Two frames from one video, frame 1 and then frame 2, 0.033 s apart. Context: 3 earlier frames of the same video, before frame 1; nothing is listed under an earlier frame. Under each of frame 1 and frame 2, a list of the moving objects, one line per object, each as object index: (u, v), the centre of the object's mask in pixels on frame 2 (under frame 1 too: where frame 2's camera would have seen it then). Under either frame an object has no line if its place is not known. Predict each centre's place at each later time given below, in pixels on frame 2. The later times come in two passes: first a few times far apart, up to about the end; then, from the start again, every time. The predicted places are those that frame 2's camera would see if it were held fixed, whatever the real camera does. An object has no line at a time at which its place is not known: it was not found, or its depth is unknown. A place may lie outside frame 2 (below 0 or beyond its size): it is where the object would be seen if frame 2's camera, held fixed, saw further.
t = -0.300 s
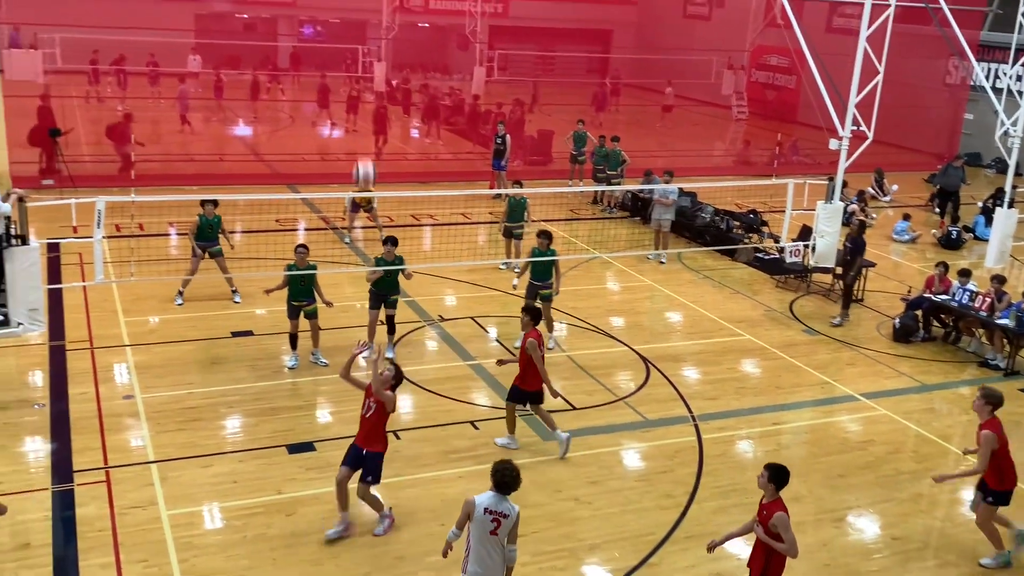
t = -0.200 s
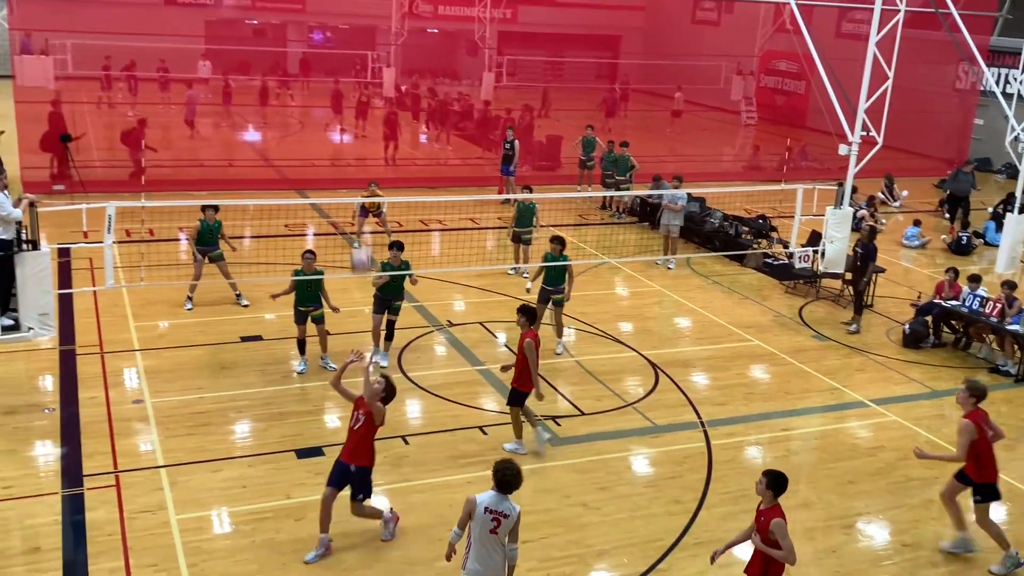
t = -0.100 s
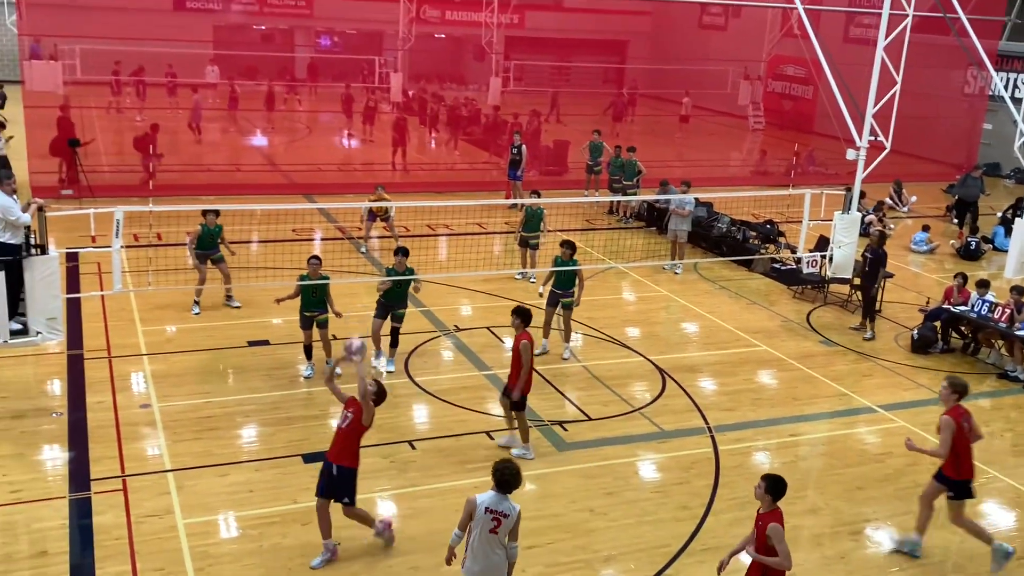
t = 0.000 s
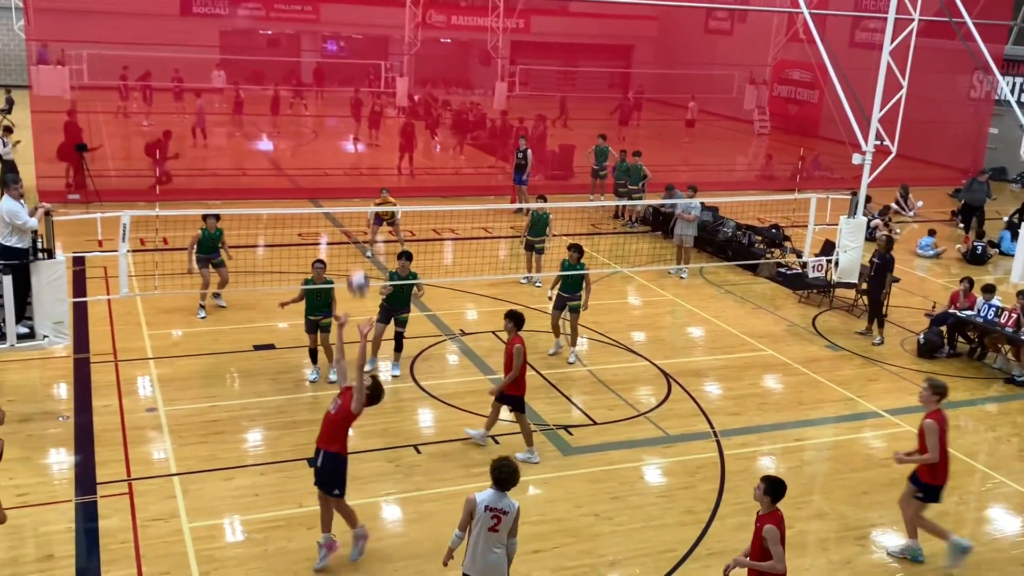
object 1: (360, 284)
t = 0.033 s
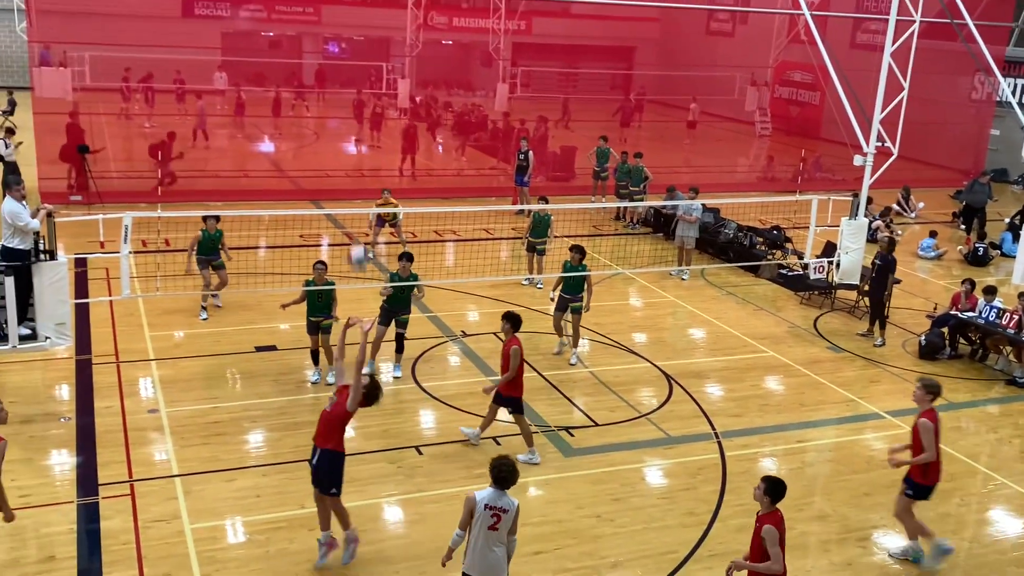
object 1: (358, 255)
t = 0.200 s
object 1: (349, 137)
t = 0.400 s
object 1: (338, 40)
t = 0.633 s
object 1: (327, -11)
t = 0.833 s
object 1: (318, -9)
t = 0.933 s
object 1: (315, 9)
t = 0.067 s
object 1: (357, 229)
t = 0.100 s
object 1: (355, 203)
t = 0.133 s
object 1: (354, 181)
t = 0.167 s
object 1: (351, 160)
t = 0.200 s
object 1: (349, 137)
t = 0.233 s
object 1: (346, 118)
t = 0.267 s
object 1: (345, 99)
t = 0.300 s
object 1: (343, 82)
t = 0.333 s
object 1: (340, 66)
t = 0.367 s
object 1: (339, 53)
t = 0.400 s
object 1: (338, 40)
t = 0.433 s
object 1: (335, 29)
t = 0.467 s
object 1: (334, 18)
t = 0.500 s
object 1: (332, 10)
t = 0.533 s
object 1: (330, 2)
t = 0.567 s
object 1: (330, -4)
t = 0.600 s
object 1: (328, -8)
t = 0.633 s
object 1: (327, -11)
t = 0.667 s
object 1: (325, -12)
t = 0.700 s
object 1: (324, -13)
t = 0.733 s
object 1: (323, -13)
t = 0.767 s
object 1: (321, -13)
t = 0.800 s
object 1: (319, -12)
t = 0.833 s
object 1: (318, -9)
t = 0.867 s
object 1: (317, -4)
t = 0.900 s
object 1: (316, 2)
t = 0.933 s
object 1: (315, 9)
